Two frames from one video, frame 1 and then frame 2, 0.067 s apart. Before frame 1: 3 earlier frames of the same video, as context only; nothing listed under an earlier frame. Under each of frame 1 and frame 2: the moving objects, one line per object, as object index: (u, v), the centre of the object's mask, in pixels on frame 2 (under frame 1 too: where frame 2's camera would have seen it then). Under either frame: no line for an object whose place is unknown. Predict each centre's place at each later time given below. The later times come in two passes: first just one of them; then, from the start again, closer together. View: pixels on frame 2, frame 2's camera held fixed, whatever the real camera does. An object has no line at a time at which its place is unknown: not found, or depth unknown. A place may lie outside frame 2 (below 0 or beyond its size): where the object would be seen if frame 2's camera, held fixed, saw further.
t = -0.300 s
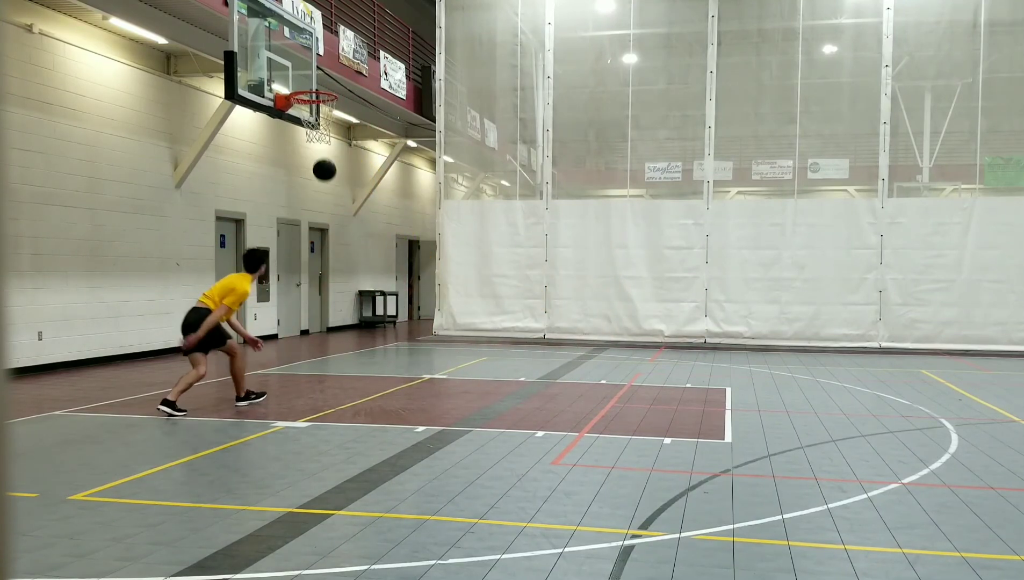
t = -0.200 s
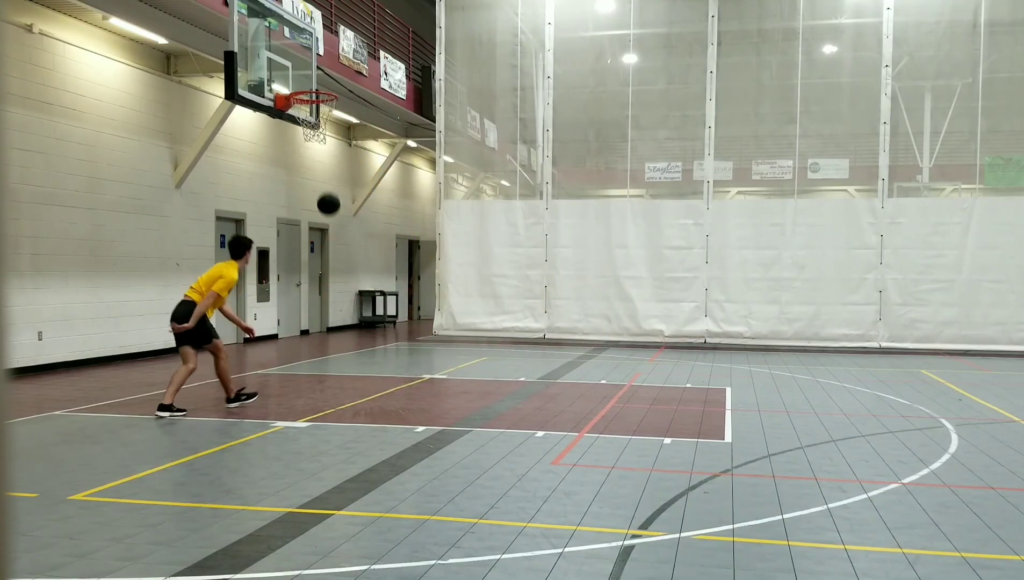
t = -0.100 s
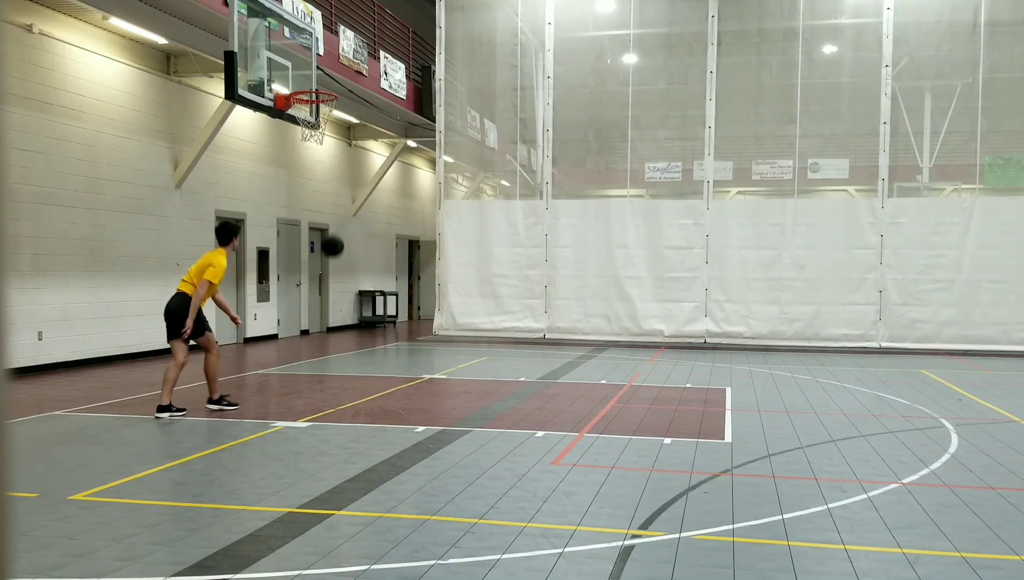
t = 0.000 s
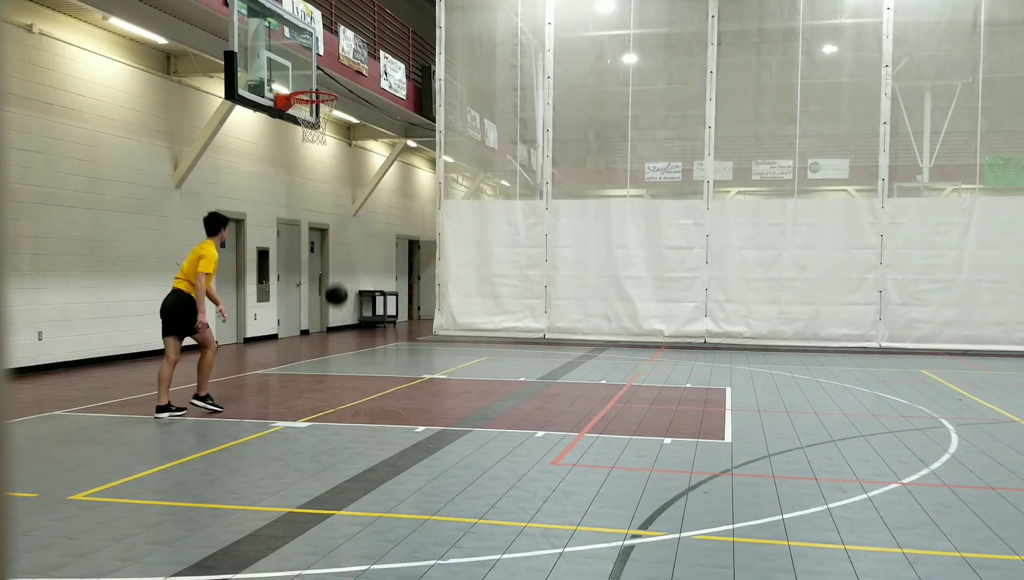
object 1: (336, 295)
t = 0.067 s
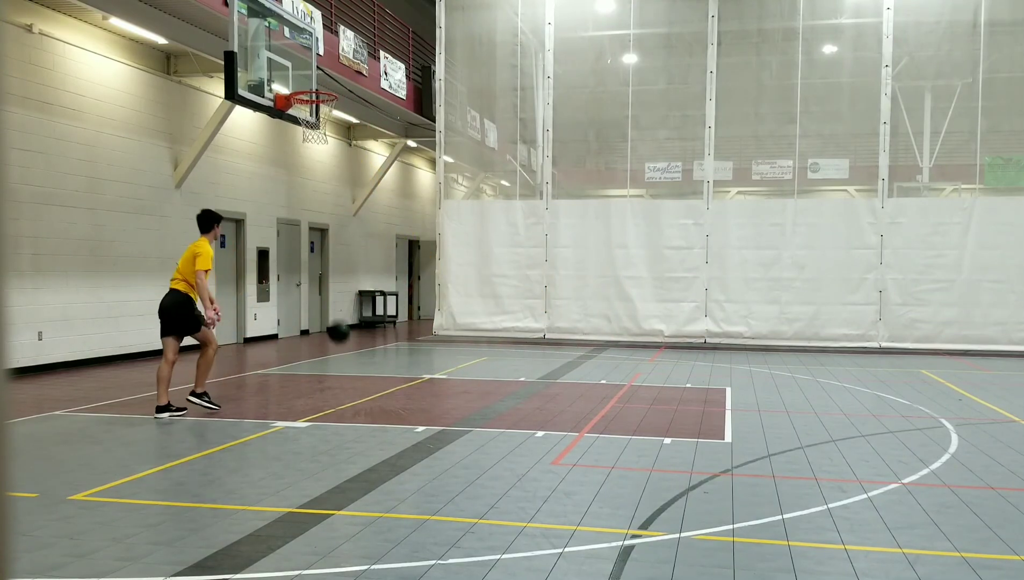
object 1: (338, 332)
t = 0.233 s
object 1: (341, 331)
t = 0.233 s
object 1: (341, 331)
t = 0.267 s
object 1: (341, 314)
